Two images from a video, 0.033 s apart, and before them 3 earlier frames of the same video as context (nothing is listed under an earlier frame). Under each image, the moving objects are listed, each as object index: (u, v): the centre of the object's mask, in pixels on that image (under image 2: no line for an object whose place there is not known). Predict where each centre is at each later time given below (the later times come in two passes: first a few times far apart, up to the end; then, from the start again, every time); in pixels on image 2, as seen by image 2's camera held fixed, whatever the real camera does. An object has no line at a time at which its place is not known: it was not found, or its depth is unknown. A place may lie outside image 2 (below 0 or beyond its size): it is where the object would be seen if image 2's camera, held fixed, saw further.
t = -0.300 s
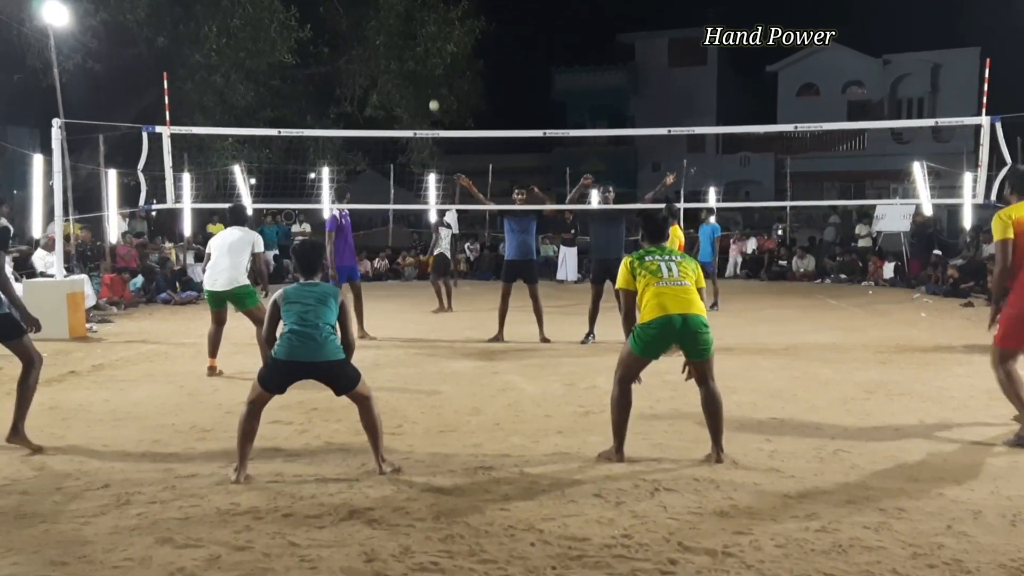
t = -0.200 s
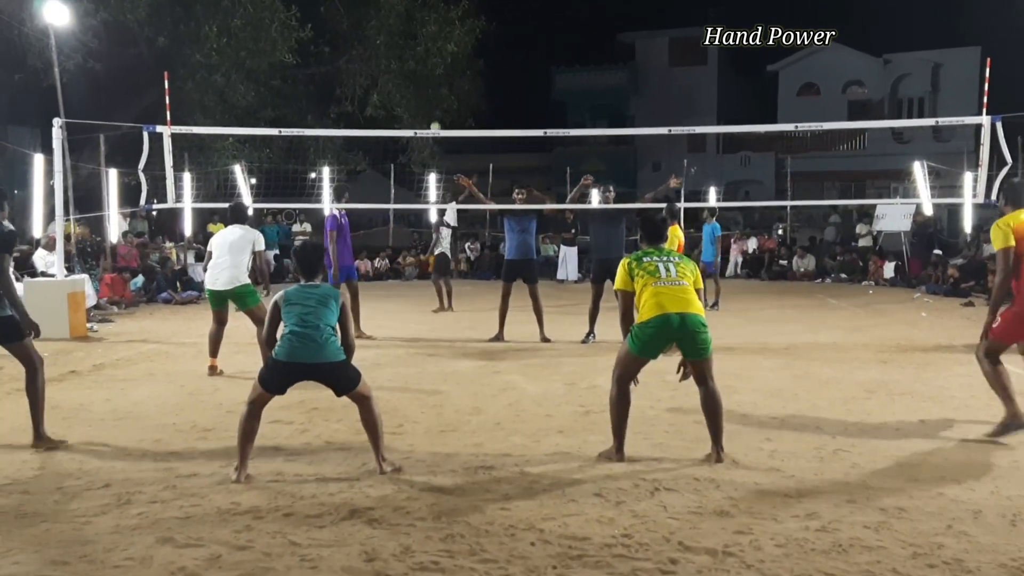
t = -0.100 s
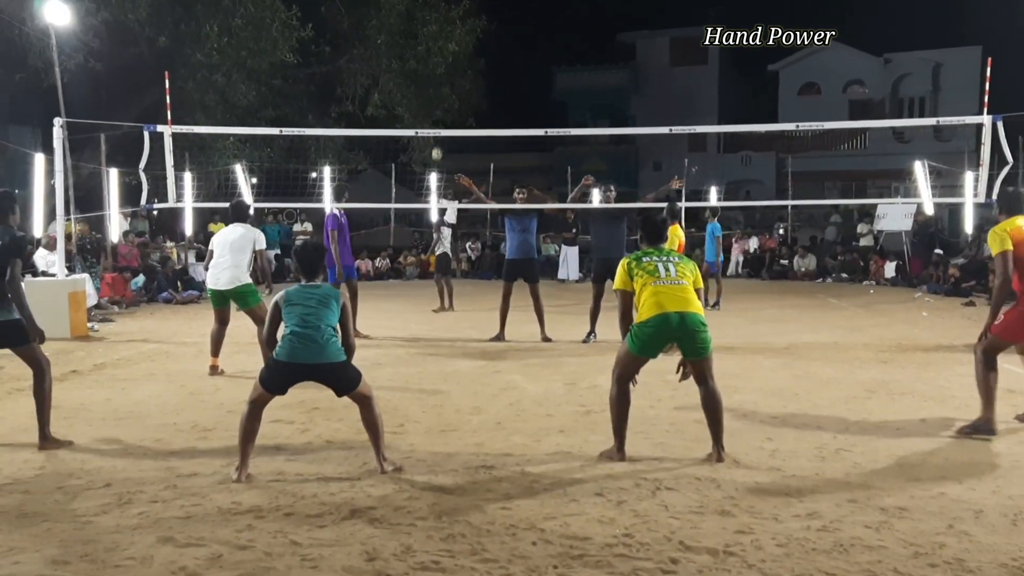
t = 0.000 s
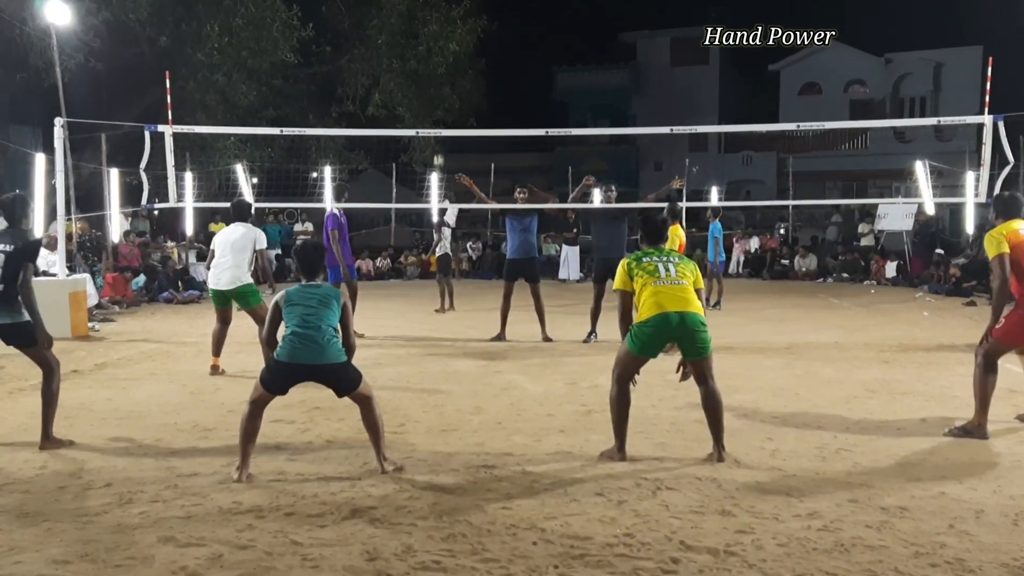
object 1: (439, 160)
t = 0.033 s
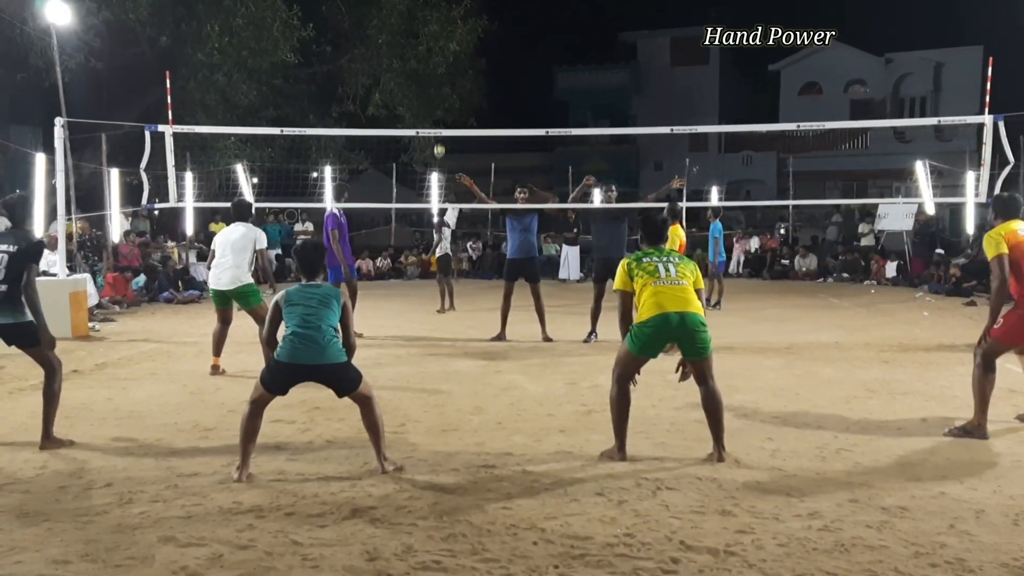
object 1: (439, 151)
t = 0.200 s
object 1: (441, 105)
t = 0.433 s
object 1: (442, 55)
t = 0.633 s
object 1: (445, 34)
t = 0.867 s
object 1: (446, 53)
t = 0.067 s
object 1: (439, 141)
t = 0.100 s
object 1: (440, 127)
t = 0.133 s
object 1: (440, 122)
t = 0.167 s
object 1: (440, 113)
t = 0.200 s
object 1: (441, 105)
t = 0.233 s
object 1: (441, 96)
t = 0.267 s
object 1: (441, 89)
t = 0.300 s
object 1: (441, 81)
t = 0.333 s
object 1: (442, 74)
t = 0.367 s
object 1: (442, 67)
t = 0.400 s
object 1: (442, 61)
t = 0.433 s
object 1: (442, 55)
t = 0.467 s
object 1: (443, 49)
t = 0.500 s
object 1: (443, 45)
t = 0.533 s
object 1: (444, 41)
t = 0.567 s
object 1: (444, 38)
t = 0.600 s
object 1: (444, 36)
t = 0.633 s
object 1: (445, 34)
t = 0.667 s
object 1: (445, 33)
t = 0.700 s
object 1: (445, 33)
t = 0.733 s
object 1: (445, 35)
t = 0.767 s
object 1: (446, 37)
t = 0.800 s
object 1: (446, 41)
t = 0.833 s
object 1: (446, 46)
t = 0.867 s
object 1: (446, 53)
